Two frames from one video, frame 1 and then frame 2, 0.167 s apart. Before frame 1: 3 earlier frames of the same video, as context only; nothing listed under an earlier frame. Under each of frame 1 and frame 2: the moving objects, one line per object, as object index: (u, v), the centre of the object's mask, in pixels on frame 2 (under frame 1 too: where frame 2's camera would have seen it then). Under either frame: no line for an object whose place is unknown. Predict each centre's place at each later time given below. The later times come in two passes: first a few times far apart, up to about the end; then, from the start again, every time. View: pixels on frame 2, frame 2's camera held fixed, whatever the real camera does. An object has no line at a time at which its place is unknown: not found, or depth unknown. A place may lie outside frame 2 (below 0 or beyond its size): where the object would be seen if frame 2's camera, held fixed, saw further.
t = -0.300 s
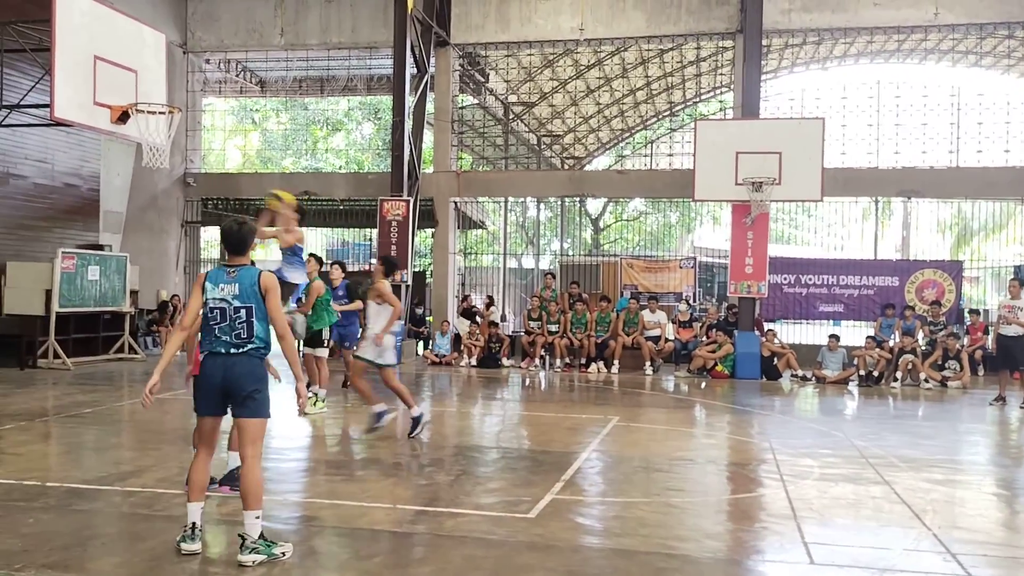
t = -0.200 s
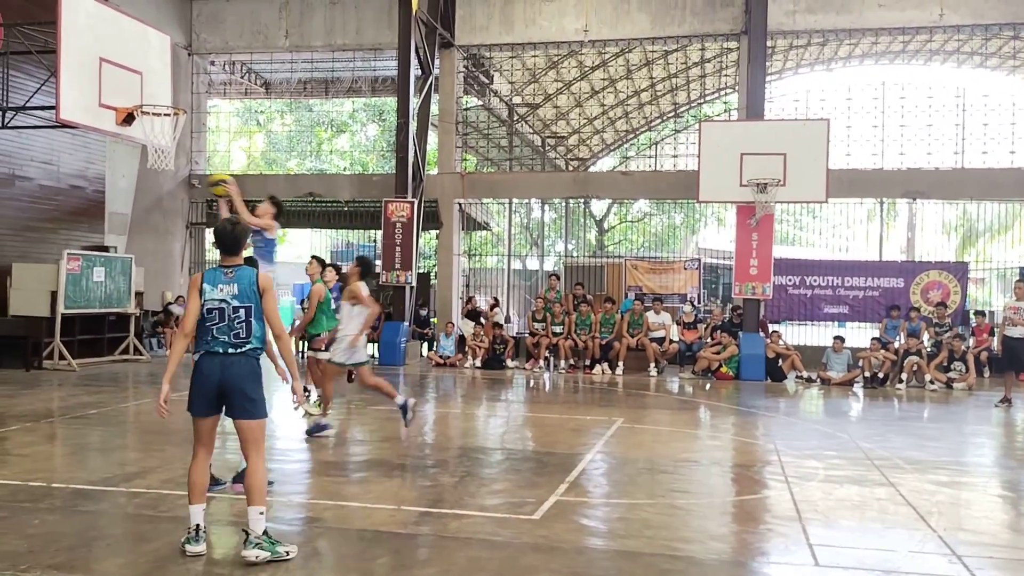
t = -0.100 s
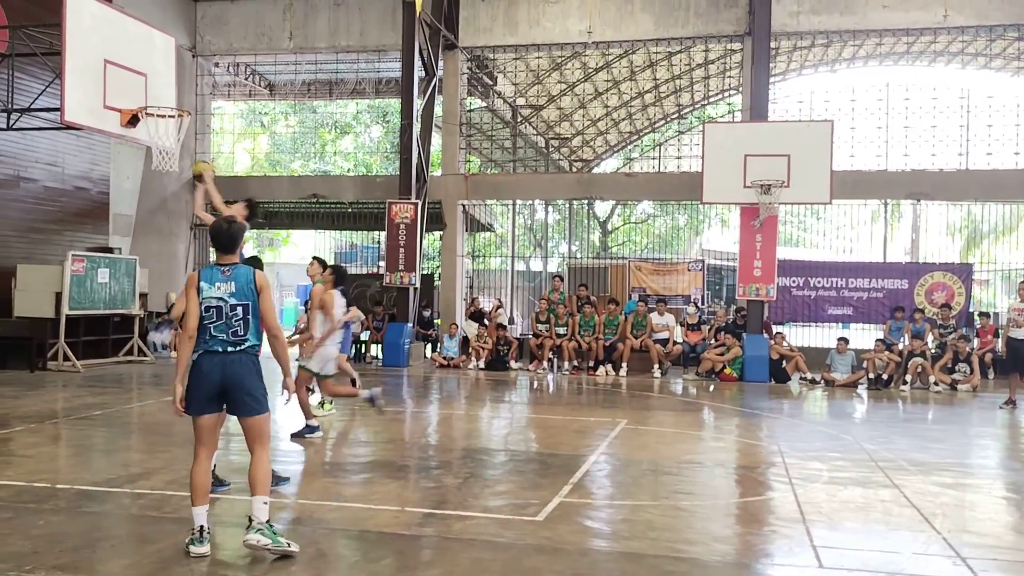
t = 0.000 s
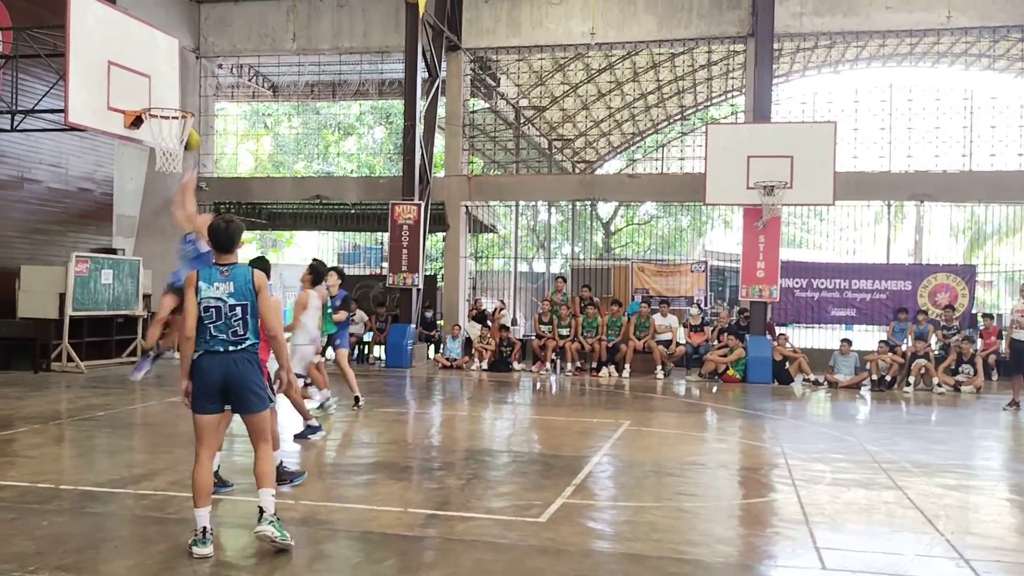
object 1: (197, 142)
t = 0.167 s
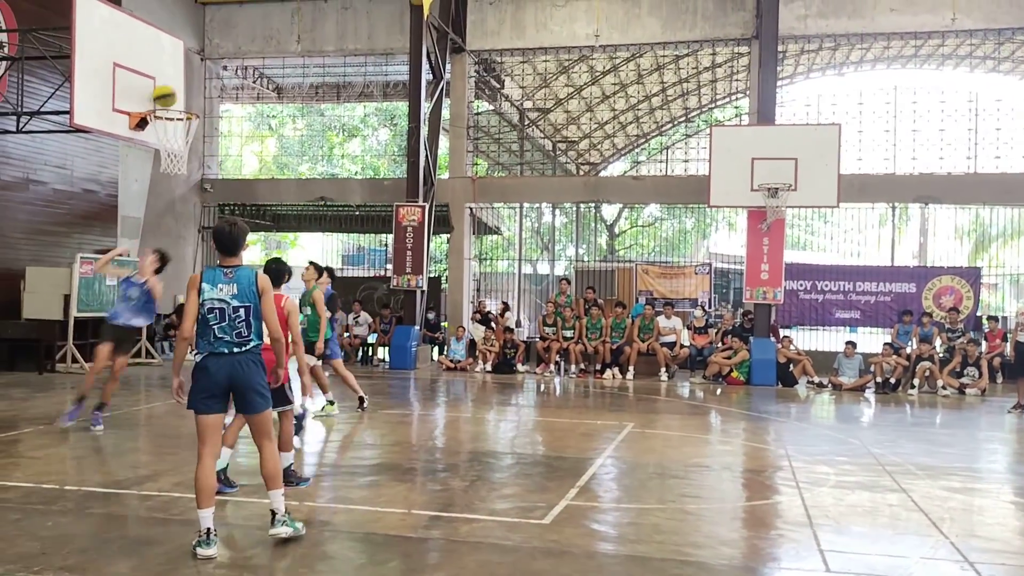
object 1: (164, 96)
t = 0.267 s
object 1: (168, 87)
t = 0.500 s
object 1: (177, 99)
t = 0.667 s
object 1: (176, 102)
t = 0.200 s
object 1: (166, 92)
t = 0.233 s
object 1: (167, 89)
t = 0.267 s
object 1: (168, 87)
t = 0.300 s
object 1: (170, 86)
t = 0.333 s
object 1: (171, 86)
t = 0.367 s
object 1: (172, 87)
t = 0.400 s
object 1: (174, 90)
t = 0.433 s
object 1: (175, 93)
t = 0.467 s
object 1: (177, 98)
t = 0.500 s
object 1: (177, 99)
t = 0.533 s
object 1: (177, 98)
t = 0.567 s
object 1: (176, 97)
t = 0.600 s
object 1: (176, 98)
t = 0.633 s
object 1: (176, 100)
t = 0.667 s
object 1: (176, 102)
